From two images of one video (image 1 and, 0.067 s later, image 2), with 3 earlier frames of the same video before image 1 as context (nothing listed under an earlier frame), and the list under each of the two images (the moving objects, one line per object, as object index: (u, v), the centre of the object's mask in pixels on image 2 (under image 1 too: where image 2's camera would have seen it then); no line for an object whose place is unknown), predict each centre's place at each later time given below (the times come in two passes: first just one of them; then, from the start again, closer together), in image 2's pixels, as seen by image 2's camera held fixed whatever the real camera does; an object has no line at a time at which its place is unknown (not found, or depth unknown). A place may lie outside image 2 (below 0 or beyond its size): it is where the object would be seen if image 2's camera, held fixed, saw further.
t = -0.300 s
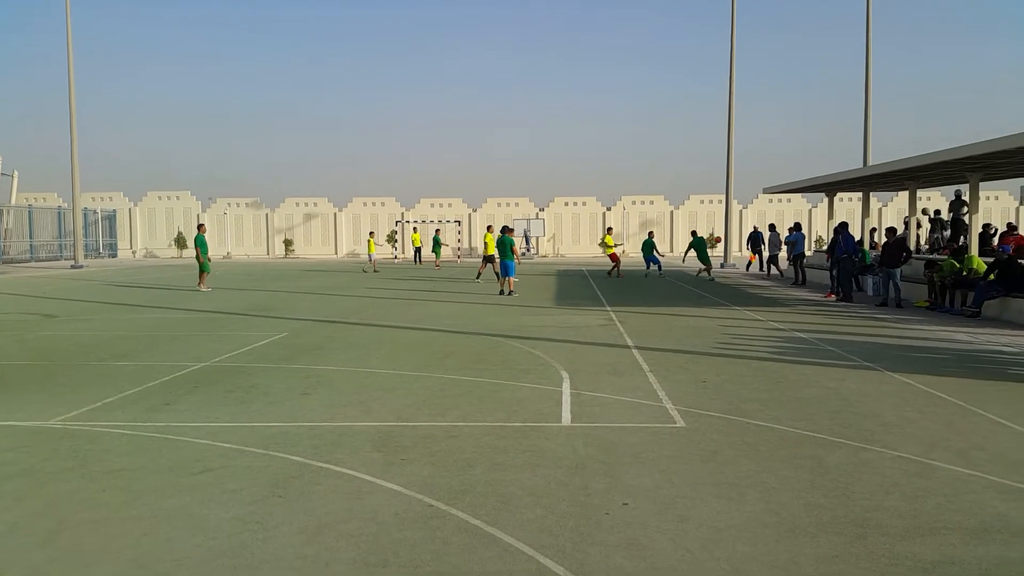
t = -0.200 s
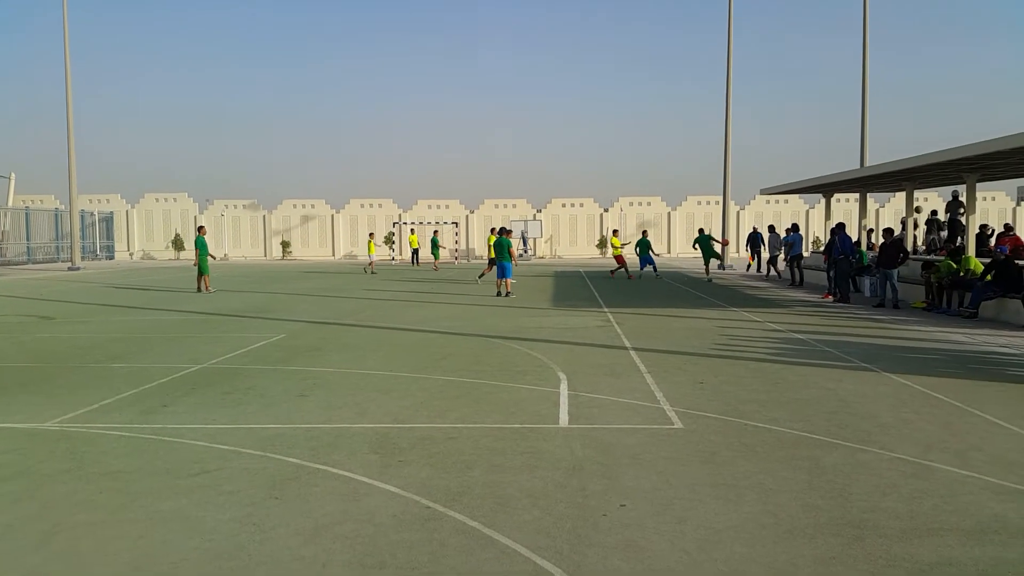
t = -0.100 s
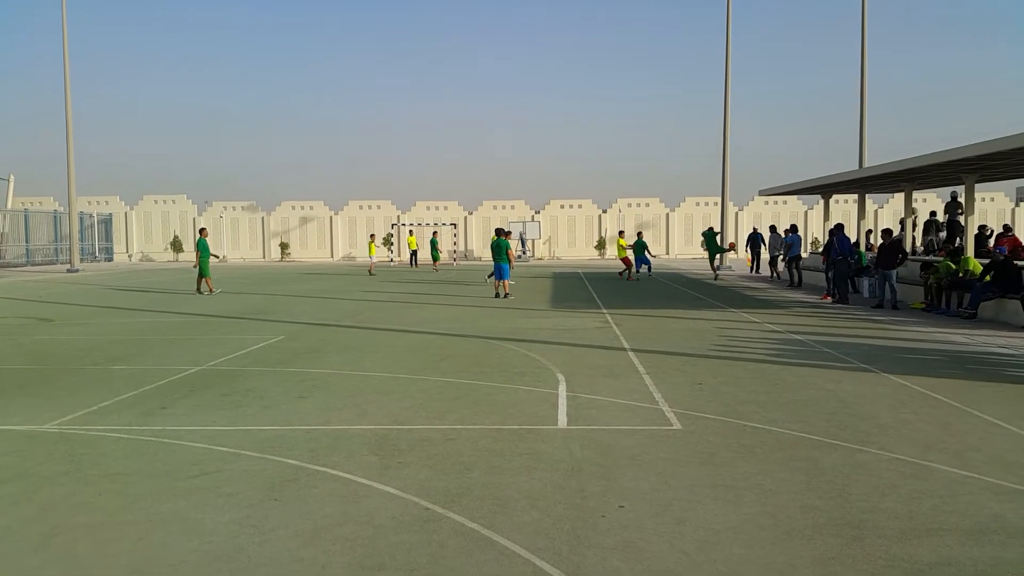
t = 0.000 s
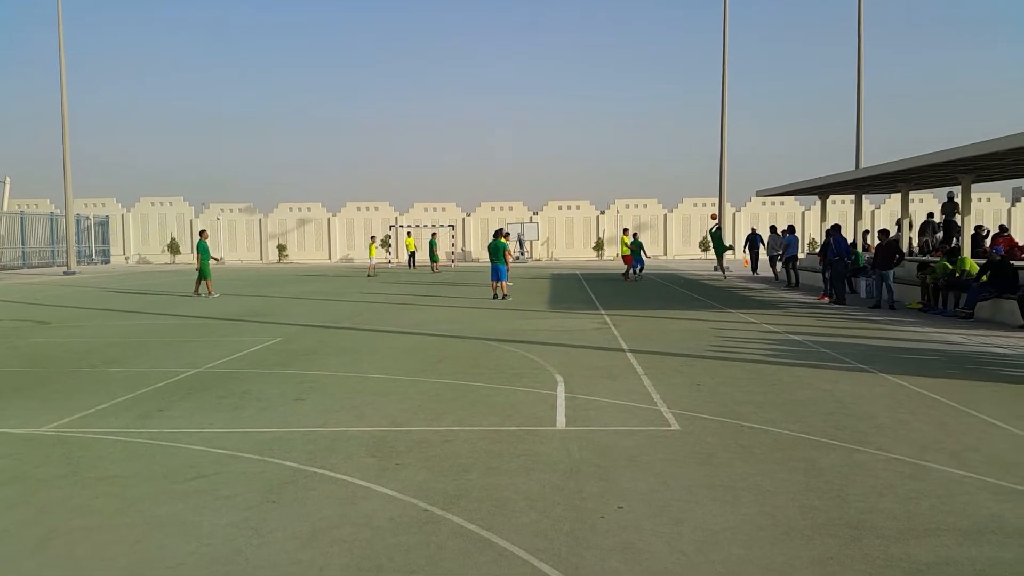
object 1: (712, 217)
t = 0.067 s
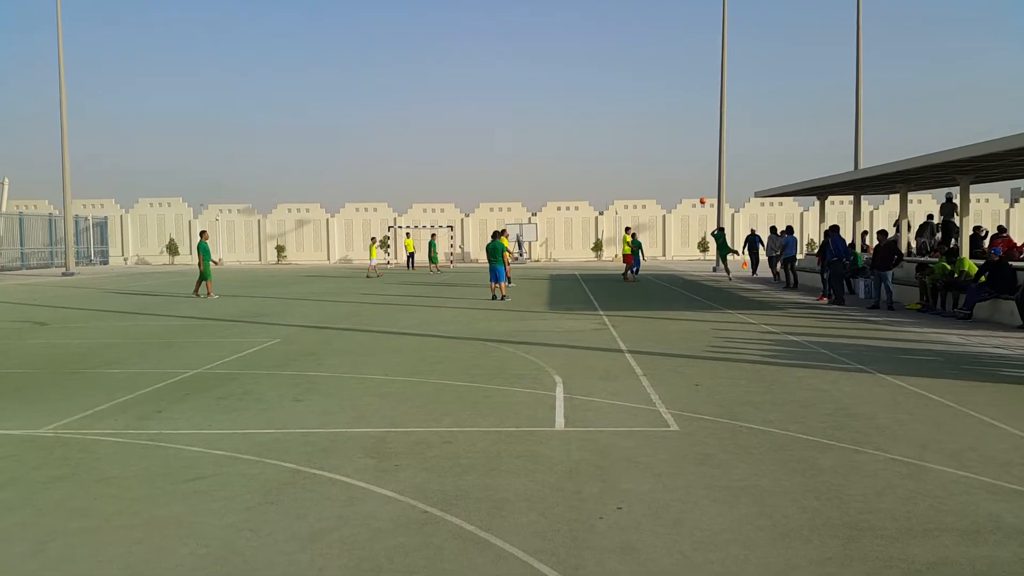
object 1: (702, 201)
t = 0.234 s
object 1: (679, 167)
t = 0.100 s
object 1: (697, 193)
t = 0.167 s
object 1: (688, 179)
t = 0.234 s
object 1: (679, 167)
